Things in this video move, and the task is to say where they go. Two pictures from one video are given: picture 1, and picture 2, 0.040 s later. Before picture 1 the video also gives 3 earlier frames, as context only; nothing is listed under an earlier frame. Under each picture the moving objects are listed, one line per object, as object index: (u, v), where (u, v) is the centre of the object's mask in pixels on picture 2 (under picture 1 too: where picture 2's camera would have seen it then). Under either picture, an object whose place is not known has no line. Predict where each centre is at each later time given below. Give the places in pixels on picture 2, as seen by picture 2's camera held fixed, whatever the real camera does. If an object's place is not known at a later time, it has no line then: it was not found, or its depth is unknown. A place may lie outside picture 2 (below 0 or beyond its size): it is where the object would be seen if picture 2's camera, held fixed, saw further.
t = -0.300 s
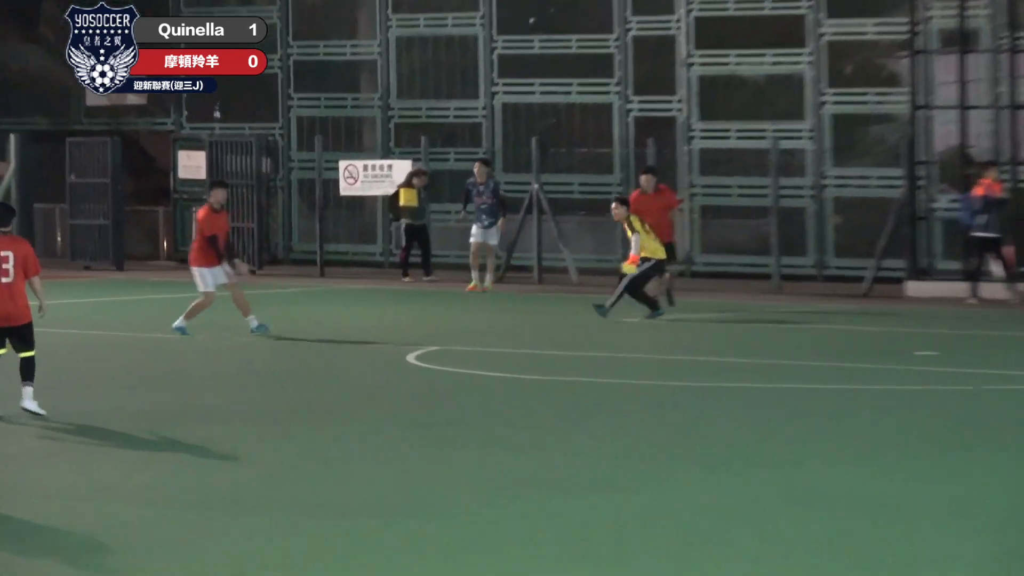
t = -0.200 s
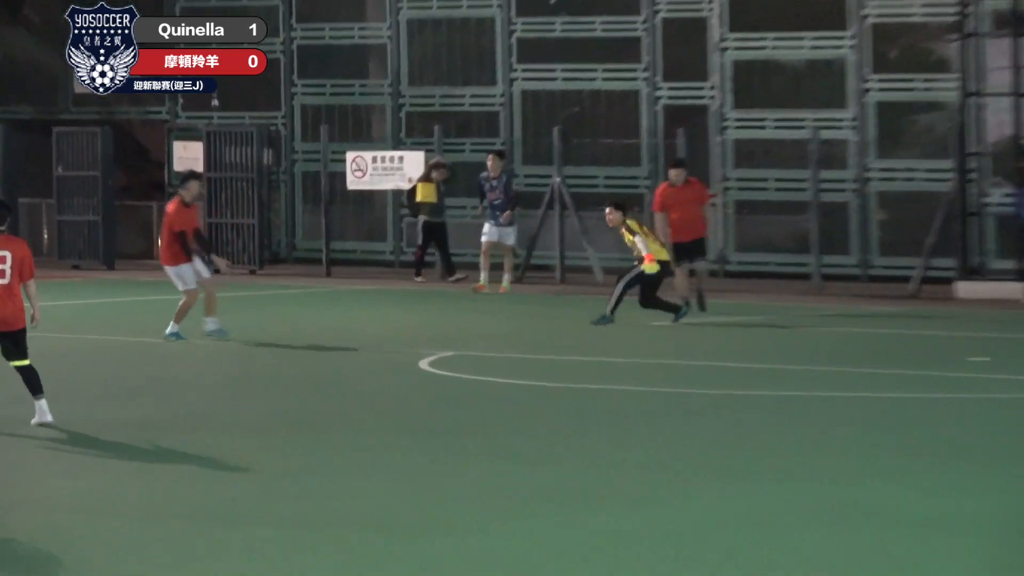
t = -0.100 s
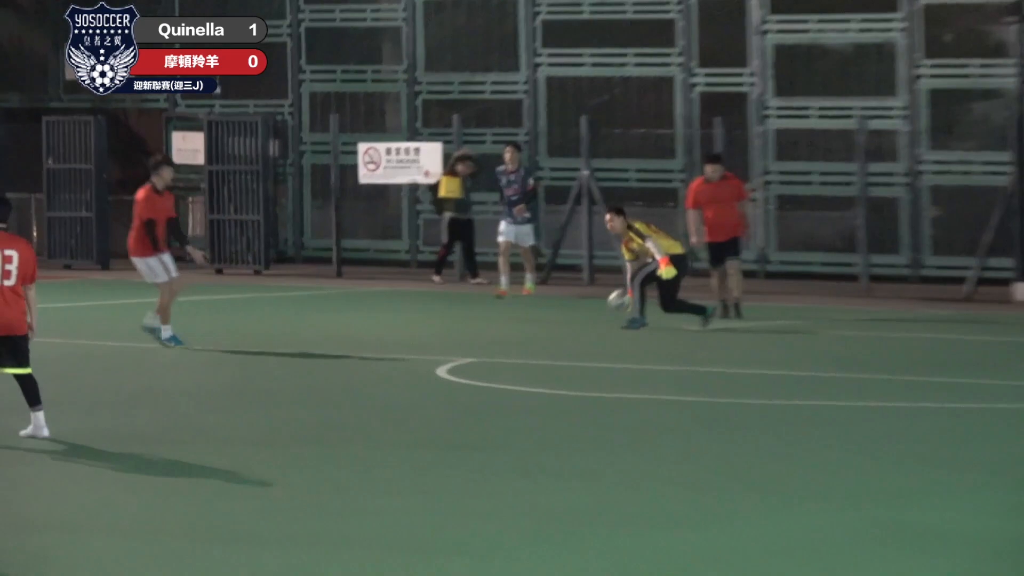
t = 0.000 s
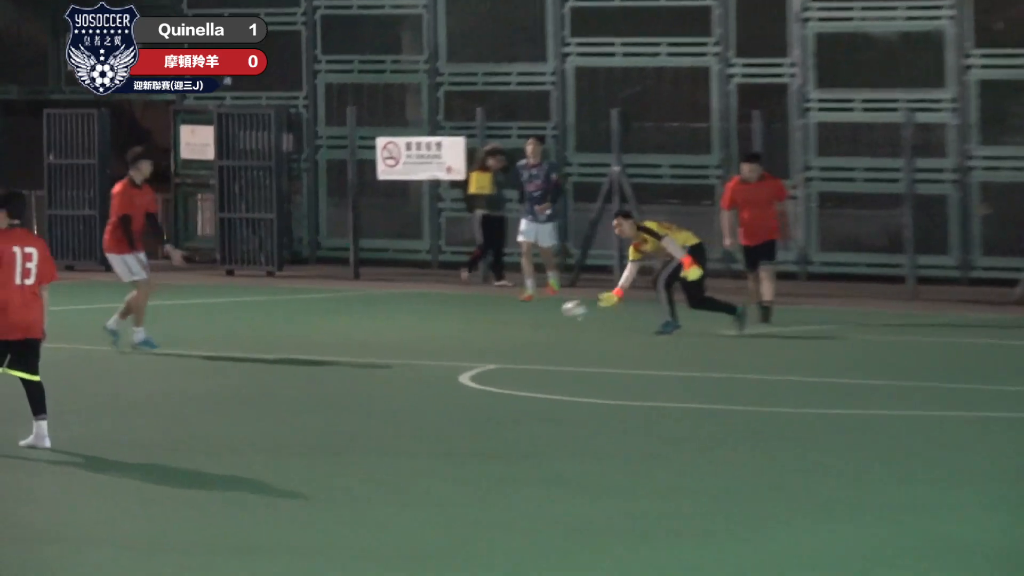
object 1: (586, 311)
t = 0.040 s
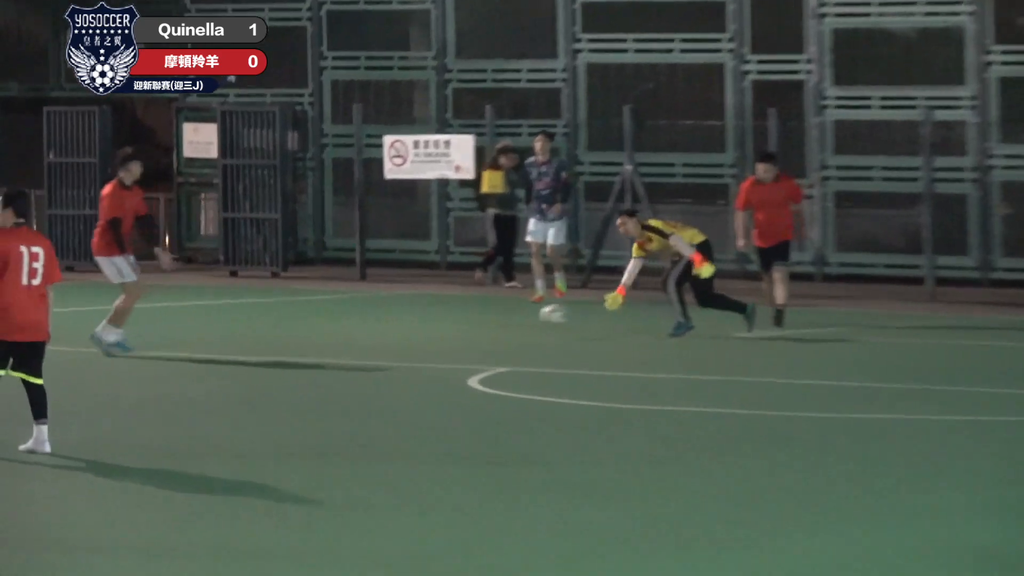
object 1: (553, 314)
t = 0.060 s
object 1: (536, 316)
